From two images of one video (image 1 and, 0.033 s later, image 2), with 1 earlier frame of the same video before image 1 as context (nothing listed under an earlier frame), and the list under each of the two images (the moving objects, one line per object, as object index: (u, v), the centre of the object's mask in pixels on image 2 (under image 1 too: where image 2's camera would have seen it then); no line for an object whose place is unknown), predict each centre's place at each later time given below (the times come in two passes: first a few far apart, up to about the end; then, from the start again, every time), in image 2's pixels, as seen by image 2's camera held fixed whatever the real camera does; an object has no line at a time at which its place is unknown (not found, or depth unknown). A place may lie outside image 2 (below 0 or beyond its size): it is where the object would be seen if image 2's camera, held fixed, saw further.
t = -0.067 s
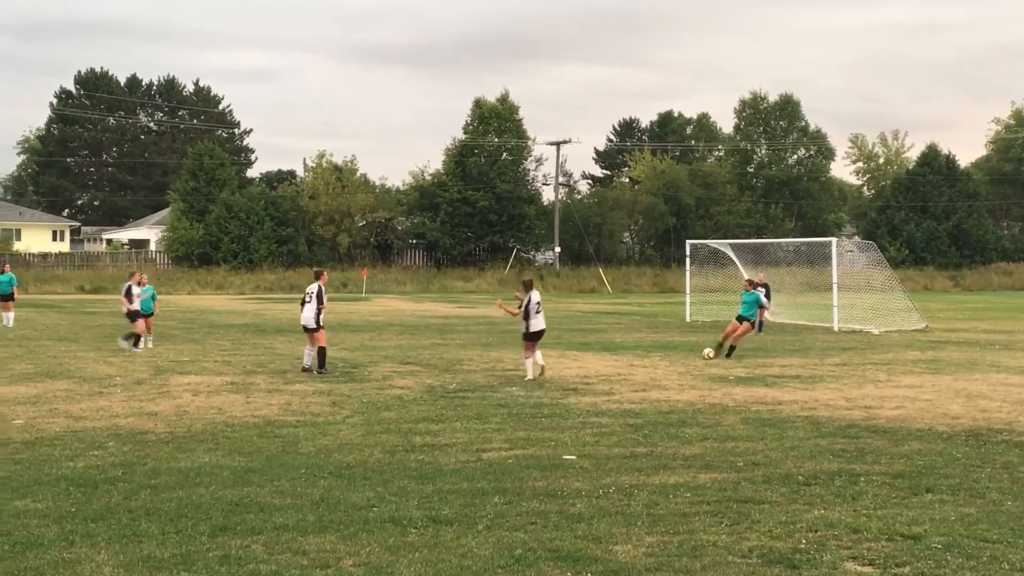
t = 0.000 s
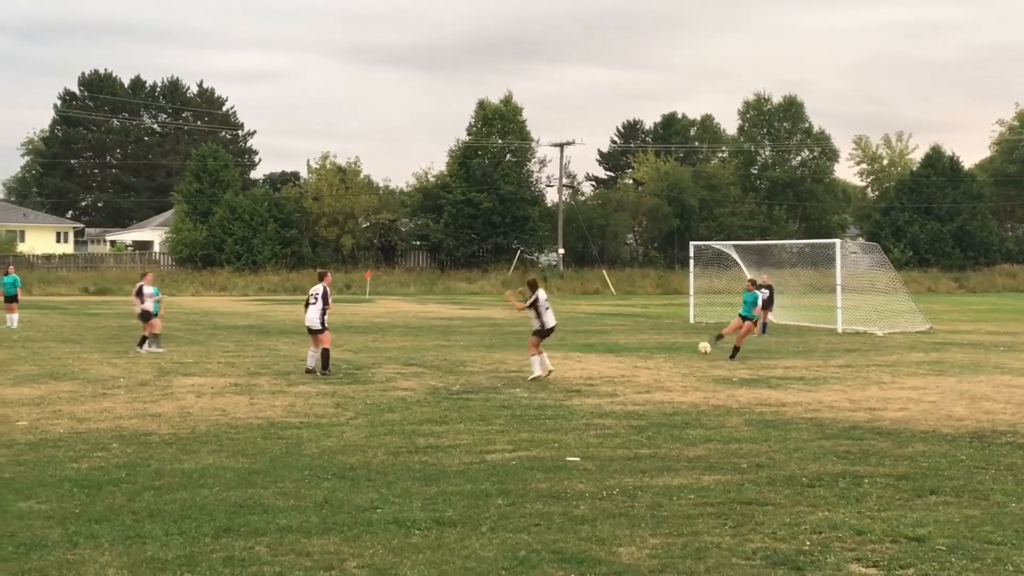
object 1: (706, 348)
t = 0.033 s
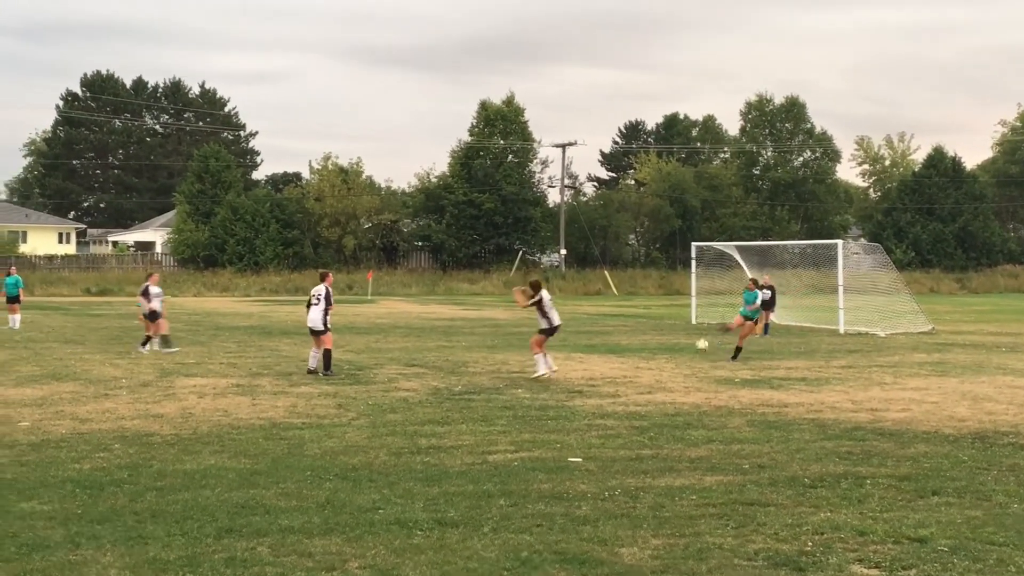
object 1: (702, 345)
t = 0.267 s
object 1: (672, 345)
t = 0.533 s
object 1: (636, 406)
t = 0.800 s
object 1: (612, 405)
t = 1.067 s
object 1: (577, 462)
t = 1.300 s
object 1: (544, 454)
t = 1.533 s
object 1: (496, 557)
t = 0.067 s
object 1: (698, 342)
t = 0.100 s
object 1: (693, 341)
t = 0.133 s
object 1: (689, 340)
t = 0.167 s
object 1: (685, 340)
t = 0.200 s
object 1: (681, 340)
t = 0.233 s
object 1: (676, 342)
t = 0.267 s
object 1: (672, 345)
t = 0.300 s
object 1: (667, 349)
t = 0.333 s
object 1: (663, 354)
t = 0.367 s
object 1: (659, 360)
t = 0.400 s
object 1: (654, 369)
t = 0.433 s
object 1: (650, 379)
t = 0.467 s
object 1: (645, 390)
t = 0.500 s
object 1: (640, 404)
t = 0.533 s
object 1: (636, 406)
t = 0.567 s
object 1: (634, 401)
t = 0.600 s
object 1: (631, 398)
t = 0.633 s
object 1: (628, 396)
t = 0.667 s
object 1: (624, 395)
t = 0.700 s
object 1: (621, 395)
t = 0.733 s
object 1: (618, 398)
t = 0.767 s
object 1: (615, 401)
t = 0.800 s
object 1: (612, 405)
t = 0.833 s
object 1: (608, 411)
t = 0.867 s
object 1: (604, 420)
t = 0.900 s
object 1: (599, 430)
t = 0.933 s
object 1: (595, 441)
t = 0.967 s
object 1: (590, 456)
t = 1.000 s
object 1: (585, 471)
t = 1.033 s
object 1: (582, 469)
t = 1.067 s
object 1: (577, 462)
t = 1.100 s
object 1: (574, 455)
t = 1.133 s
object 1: (569, 451)
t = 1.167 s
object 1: (565, 449)
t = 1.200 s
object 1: (559, 446)
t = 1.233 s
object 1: (555, 447)
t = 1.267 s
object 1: (549, 449)
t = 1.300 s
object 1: (544, 454)
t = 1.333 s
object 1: (538, 460)
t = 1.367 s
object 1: (532, 470)
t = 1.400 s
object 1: (526, 482)
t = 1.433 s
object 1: (519, 496)
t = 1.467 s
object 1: (512, 513)
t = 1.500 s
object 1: (504, 534)
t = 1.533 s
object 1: (496, 557)
